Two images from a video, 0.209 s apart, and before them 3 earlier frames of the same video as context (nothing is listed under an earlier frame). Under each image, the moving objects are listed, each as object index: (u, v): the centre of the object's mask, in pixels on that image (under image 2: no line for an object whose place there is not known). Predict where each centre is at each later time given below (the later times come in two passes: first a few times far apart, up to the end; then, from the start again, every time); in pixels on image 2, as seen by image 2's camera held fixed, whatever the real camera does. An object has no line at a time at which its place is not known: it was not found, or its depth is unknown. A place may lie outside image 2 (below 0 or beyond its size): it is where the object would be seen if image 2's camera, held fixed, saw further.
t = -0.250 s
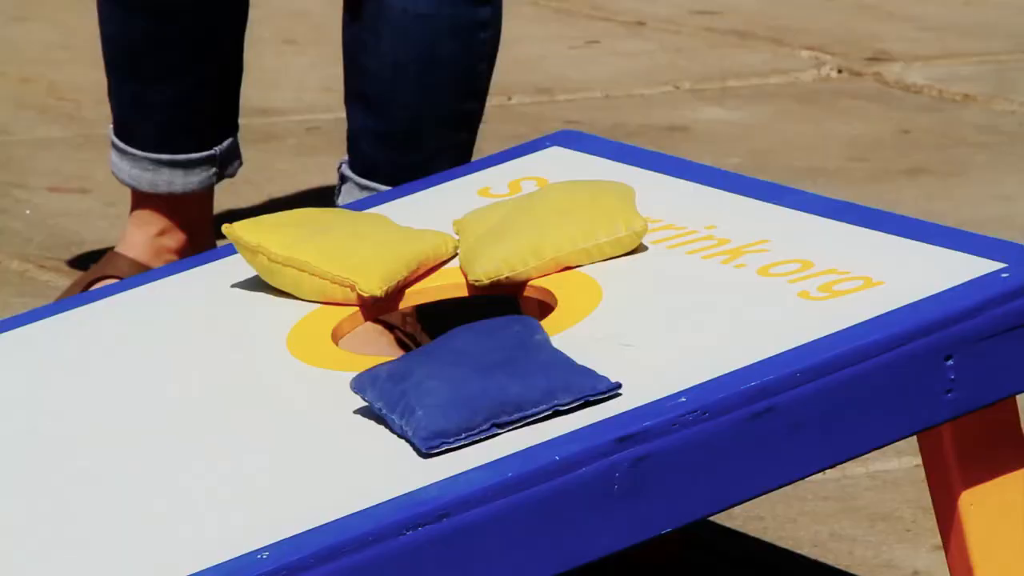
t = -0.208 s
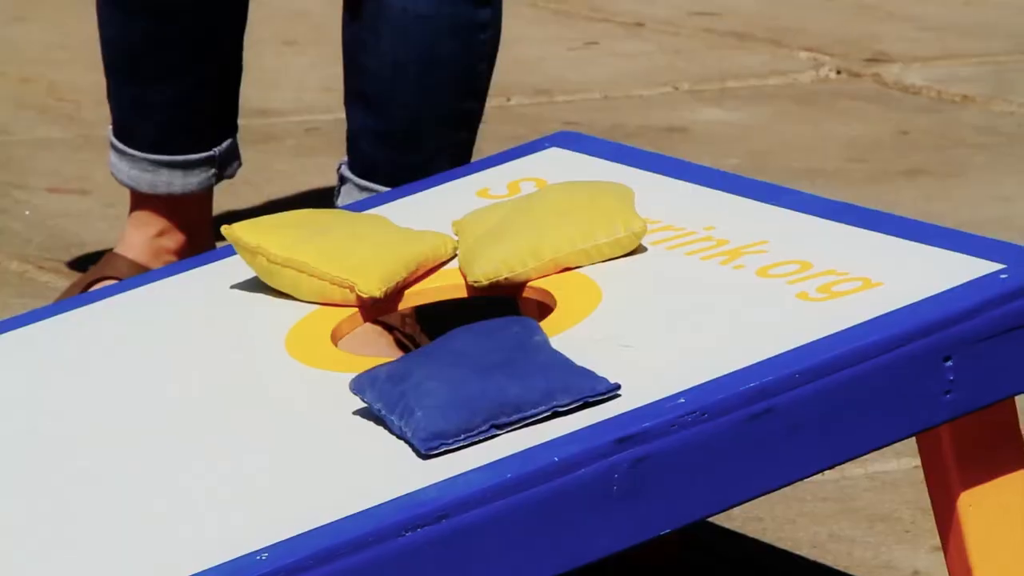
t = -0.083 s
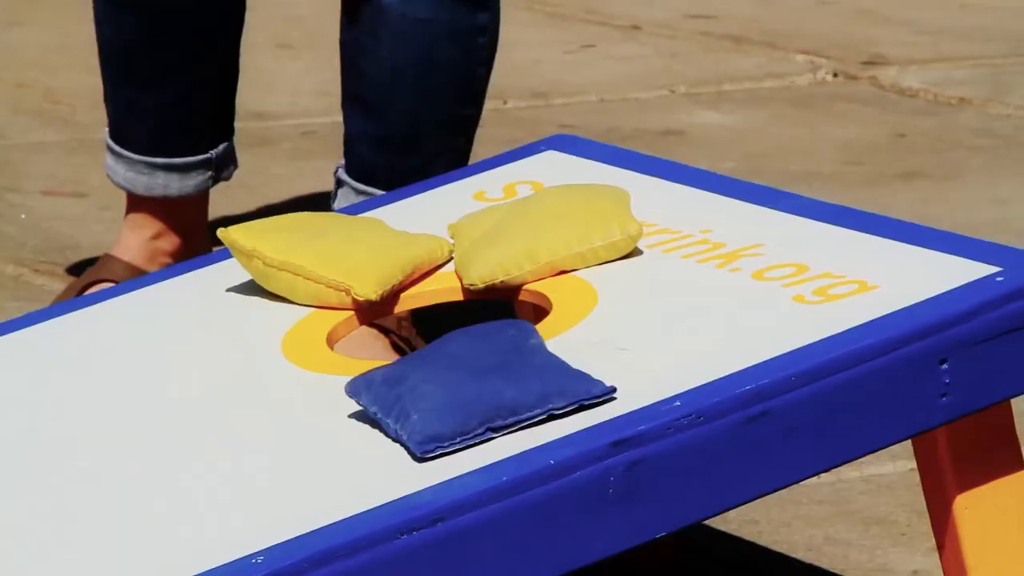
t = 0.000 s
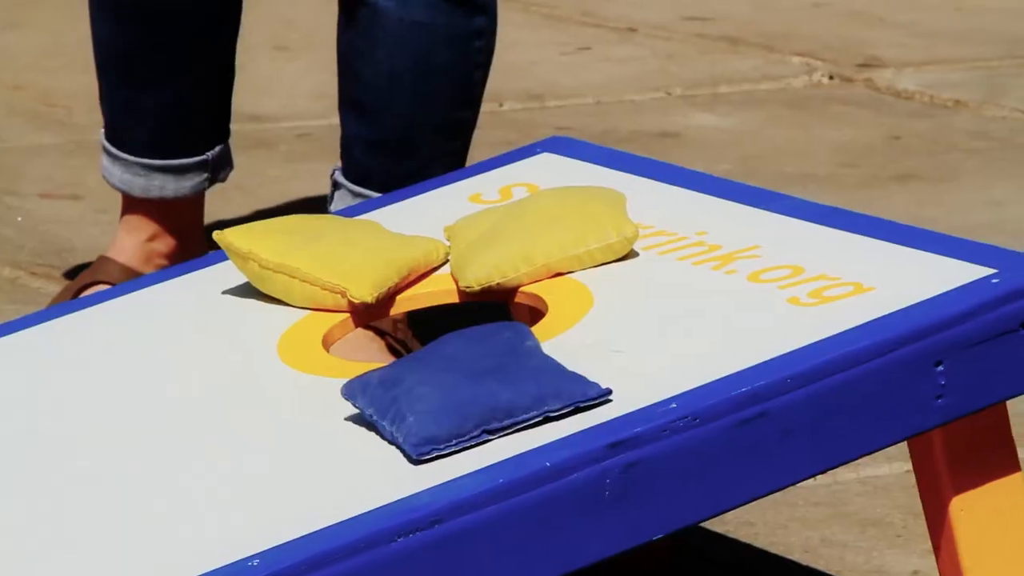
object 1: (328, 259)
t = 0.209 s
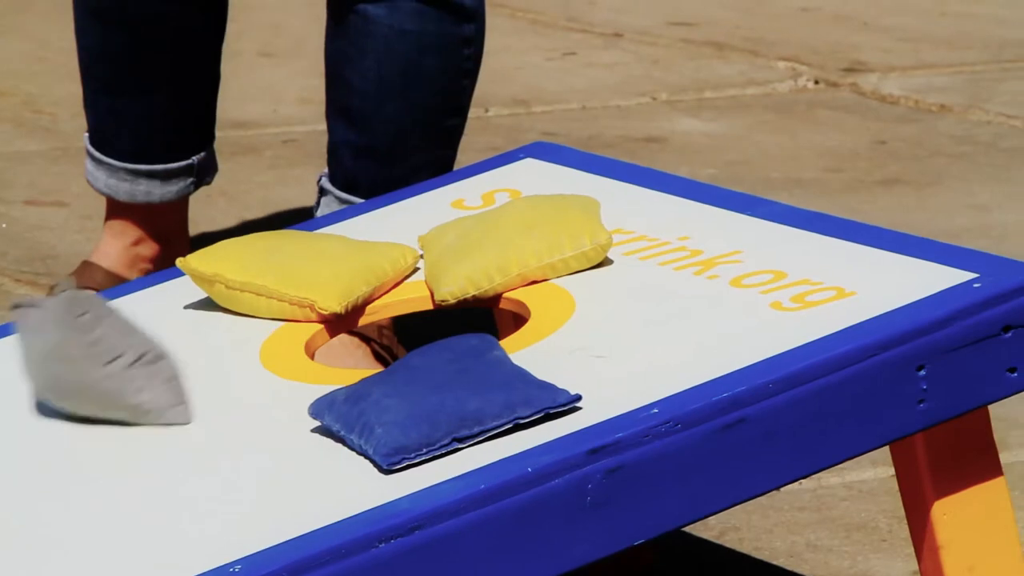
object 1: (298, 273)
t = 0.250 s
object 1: (297, 274)
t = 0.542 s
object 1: (349, 255)
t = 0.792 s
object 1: (319, 257)
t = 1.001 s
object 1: (319, 257)
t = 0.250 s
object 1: (297, 274)
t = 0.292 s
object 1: (316, 270)
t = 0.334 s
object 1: (340, 265)
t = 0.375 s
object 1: (362, 262)
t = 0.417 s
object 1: (372, 259)
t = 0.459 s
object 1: (371, 257)
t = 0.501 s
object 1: (365, 257)
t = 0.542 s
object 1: (349, 255)
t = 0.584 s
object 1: (338, 256)
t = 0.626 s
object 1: (330, 256)
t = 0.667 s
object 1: (324, 256)
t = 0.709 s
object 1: (320, 257)
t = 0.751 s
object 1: (319, 257)
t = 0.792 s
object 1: (319, 257)
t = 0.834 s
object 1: (319, 257)
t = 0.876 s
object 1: (319, 257)
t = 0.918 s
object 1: (319, 257)
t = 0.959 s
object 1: (319, 257)
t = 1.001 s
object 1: (319, 257)
